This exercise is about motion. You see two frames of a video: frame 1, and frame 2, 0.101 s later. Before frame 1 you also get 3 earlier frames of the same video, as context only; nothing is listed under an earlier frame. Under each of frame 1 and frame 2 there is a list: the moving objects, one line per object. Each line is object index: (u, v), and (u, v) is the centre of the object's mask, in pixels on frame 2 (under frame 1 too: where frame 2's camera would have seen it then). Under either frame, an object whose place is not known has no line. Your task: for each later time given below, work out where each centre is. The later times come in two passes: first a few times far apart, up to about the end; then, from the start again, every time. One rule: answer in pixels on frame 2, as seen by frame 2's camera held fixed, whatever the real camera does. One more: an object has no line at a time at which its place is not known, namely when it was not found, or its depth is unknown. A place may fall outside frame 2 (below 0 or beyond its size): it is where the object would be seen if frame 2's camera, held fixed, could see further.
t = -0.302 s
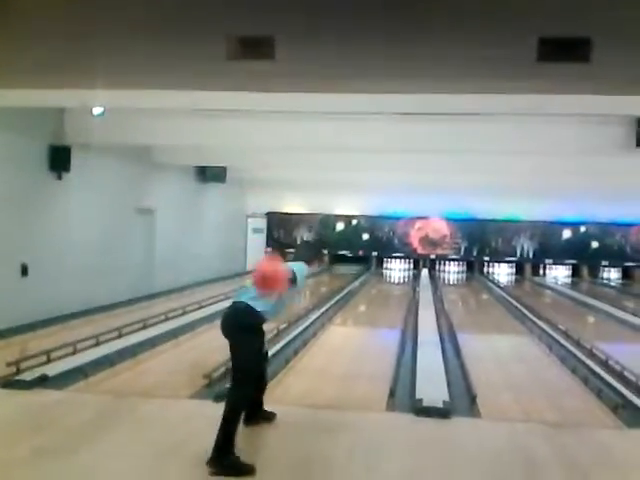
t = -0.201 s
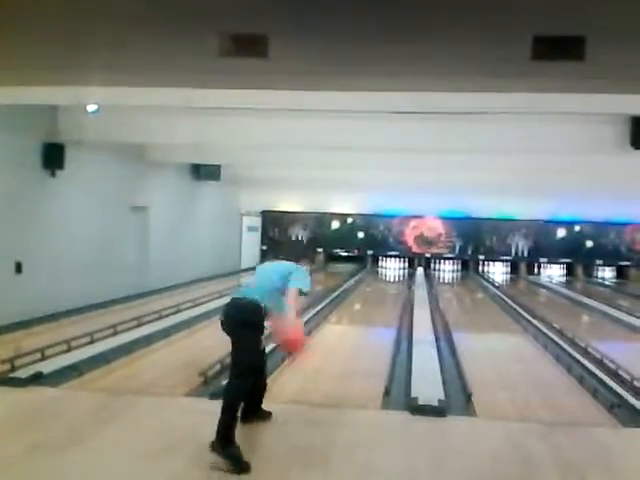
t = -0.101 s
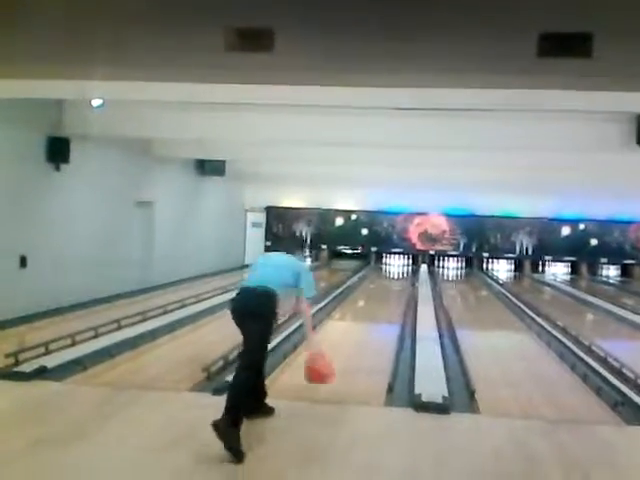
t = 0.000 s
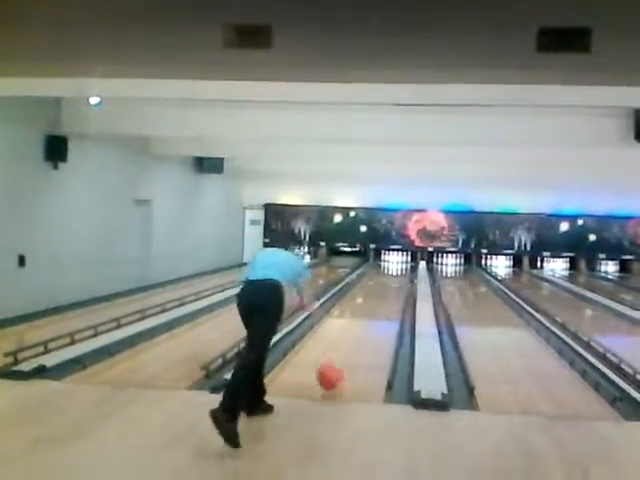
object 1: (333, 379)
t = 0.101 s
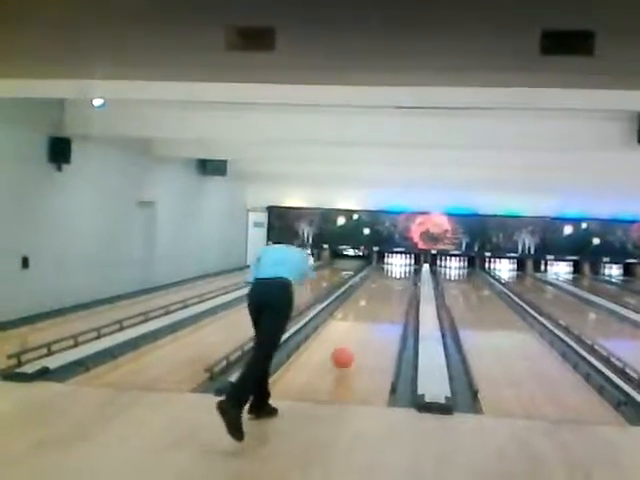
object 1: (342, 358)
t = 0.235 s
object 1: (350, 344)
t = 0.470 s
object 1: (361, 325)
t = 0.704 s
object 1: (367, 307)
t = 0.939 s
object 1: (373, 294)
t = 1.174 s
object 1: (377, 284)
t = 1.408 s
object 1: (379, 278)
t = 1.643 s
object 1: (380, 277)
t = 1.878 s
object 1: (379, 273)
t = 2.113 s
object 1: (382, 271)
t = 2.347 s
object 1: (383, 270)
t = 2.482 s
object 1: (386, 267)
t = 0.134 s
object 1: (344, 355)
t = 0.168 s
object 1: (346, 353)
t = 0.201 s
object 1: (348, 349)
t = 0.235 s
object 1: (350, 344)
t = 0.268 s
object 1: (352, 339)
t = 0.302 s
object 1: (354, 336)
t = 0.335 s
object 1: (355, 333)
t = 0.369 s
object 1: (357, 330)
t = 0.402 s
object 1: (358, 328)
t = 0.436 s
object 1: (359, 326)
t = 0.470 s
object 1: (361, 325)
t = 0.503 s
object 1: (361, 321)
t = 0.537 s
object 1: (365, 315)
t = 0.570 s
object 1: (366, 313)
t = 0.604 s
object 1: (365, 313)
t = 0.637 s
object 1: (367, 309)
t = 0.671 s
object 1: (367, 308)
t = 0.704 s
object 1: (367, 307)
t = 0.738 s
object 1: (369, 303)
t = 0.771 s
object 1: (370, 301)
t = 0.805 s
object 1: (370, 299)
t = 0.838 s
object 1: (371, 298)
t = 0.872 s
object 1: (371, 297)
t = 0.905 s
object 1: (372, 295)
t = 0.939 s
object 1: (373, 294)
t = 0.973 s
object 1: (373, 292)
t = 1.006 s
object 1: (373, 292)
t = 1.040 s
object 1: (375, 290)
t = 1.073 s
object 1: (377, 285)
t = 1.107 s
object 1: (376, 288)
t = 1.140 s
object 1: (377, 285)
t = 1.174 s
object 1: (377, 284)
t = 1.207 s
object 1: (377, 284)
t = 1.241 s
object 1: (377, 283)
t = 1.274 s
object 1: (377, 282)
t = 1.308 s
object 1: (378, 281)
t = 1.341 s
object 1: (378, 280)
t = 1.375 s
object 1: (378, 280)
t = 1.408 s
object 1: (379, 278)
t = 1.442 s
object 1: (379, 278)
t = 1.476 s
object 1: (380, 278)
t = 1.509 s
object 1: (379, 278)
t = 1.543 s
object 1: (380, 275)
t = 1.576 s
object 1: (379, 275)
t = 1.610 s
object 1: (380, 274)
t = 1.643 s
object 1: (380, 277)
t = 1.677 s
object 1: (379, 274)
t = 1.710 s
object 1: (380, 273)
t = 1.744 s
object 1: (380, 272)
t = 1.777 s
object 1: (381, 272)
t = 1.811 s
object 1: (380, 272)
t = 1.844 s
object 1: (381, 272)
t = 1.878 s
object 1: (379, 273)
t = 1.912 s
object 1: (379, 273)
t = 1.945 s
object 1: (379, 272)
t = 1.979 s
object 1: (379, 272)
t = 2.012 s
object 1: (379, 271)
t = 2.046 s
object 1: (381, 272)
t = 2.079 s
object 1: (381, 271)
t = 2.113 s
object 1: (382, 271)
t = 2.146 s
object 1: (382, 271)
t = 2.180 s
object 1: (381, 271)
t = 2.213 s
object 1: (383, 270)
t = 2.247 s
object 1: (382, 270)
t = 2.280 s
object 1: (383, 270)
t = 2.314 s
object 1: (383, 268)
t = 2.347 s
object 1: (383, 270)
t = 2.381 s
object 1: (386, 267)
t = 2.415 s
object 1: (386, 268)
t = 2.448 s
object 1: (386, 266)
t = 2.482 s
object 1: (386, 267)
